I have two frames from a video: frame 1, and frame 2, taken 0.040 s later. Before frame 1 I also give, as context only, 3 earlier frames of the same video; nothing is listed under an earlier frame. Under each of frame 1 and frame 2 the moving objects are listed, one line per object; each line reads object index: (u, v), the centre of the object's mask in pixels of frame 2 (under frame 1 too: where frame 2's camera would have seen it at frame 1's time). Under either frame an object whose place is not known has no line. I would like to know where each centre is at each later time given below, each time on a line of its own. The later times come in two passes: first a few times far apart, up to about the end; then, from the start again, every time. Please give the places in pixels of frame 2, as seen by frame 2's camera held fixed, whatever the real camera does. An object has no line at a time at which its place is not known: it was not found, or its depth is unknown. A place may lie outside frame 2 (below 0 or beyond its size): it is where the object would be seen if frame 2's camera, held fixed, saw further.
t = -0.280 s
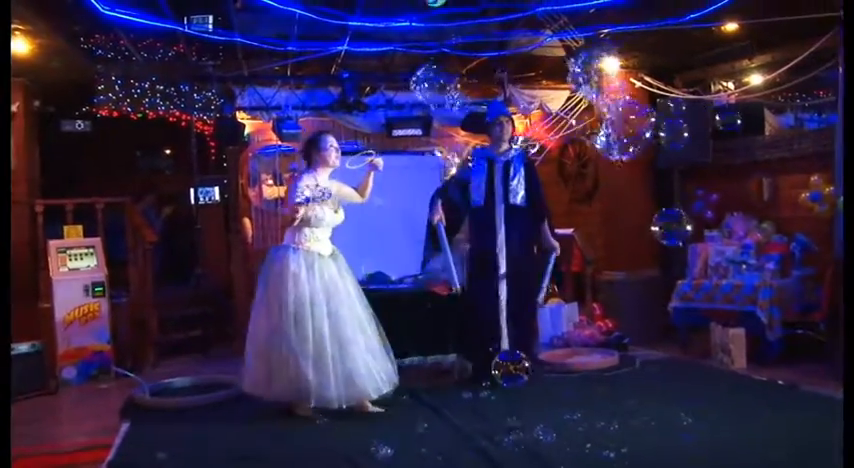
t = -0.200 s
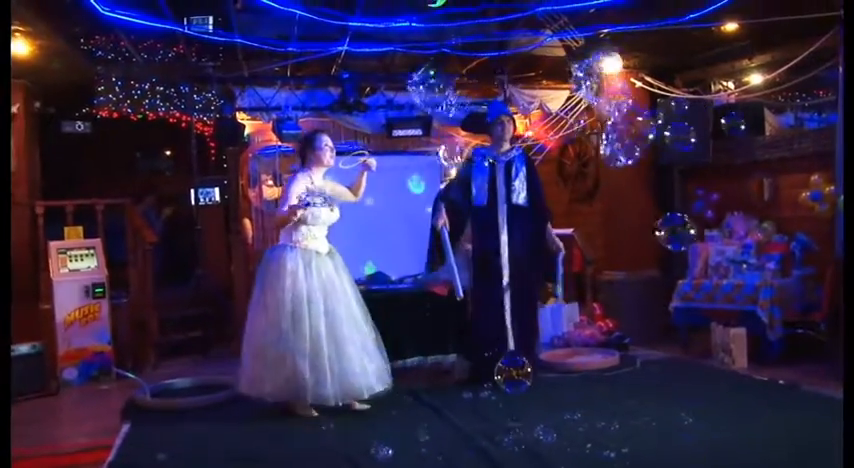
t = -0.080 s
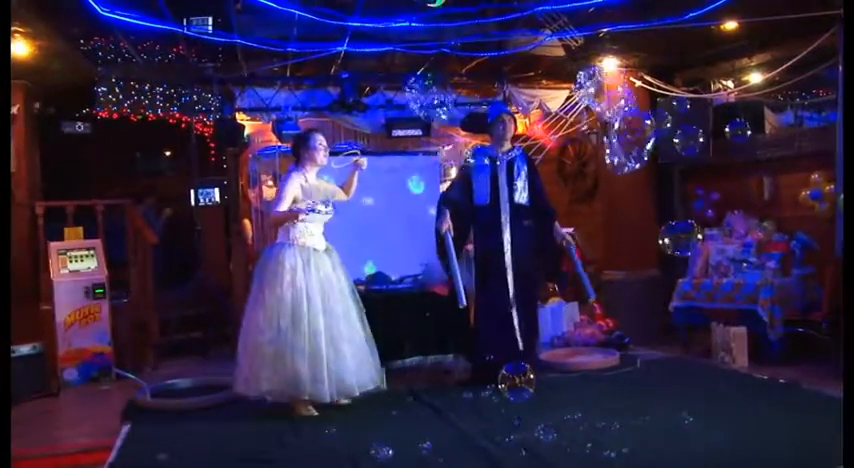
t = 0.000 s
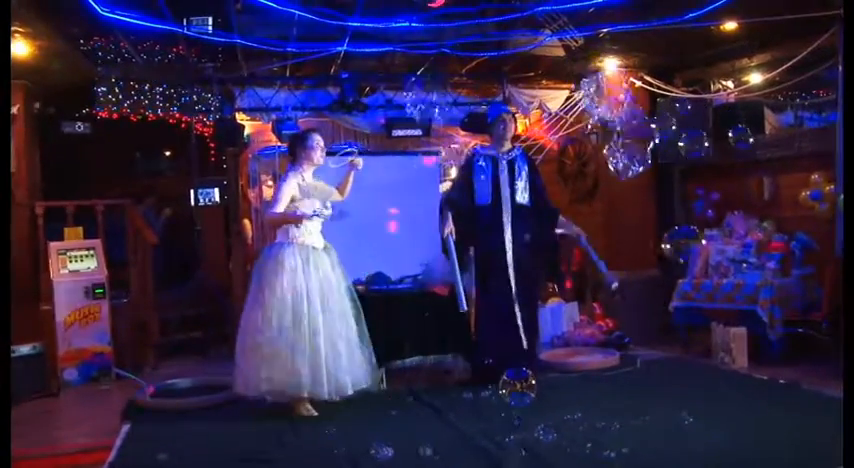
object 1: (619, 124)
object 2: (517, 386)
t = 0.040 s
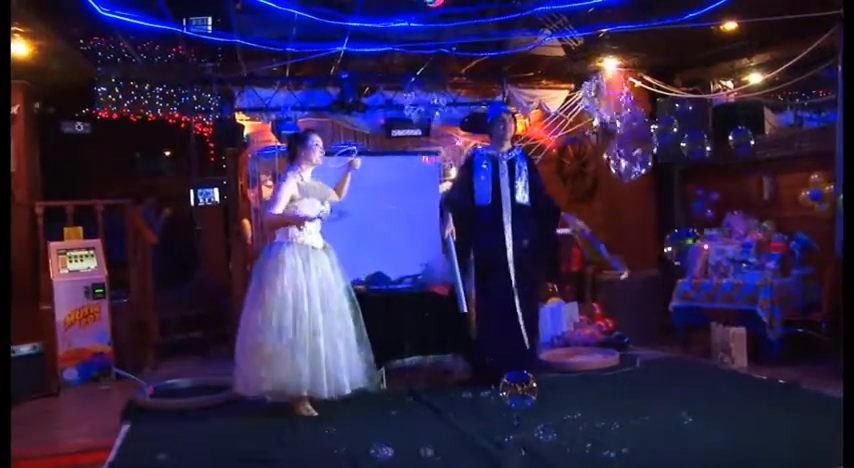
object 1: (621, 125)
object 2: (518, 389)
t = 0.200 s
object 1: (625, 135)
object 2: (522, 399)
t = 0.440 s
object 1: (628, 148)
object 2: (527, 414)
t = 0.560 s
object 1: (631, 158)
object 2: (529, 421)
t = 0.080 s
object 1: (622, 127)
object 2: (520, 392)
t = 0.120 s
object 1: (622, 129)
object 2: (520, 394)
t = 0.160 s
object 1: (624, 132)
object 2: (521, 397)
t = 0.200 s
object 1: (625, 135)
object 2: (522, 399)
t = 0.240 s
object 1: (626, 138)
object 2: (523, 400)
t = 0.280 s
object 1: (625, 138)
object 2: (525, 407)
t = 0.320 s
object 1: (625, 139)
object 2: (525, 409)
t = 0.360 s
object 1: (626, 142)
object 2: (526, 411)
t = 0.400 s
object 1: (628, 146)
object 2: (526, 413)
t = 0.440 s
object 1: (628, 148)
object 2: (527, 414)
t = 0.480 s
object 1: (630, 152)
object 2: (528, 417)
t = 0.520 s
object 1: (630, 155)
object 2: (528, 416)
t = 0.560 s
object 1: (631, 158)
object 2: (529, 421)
